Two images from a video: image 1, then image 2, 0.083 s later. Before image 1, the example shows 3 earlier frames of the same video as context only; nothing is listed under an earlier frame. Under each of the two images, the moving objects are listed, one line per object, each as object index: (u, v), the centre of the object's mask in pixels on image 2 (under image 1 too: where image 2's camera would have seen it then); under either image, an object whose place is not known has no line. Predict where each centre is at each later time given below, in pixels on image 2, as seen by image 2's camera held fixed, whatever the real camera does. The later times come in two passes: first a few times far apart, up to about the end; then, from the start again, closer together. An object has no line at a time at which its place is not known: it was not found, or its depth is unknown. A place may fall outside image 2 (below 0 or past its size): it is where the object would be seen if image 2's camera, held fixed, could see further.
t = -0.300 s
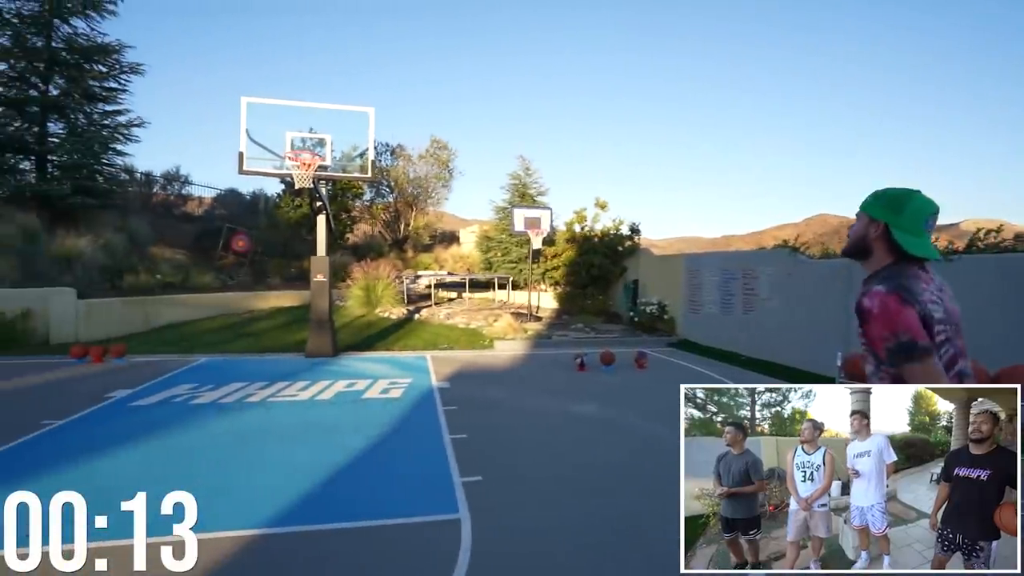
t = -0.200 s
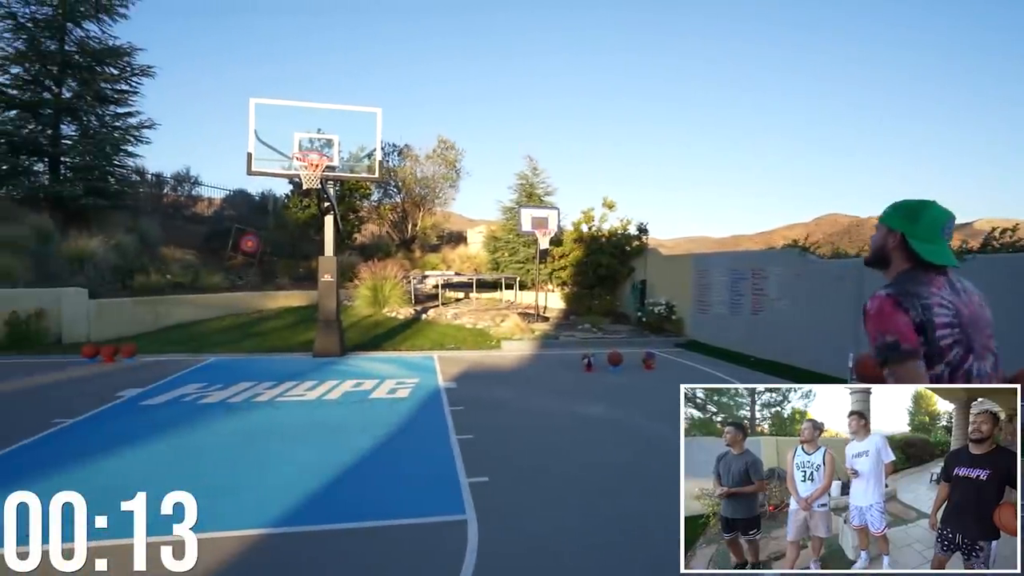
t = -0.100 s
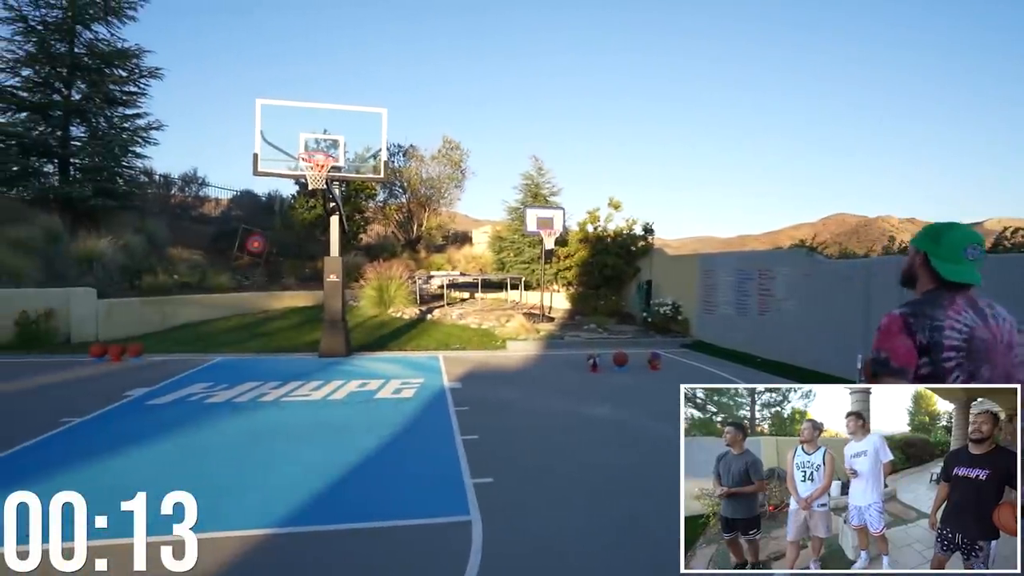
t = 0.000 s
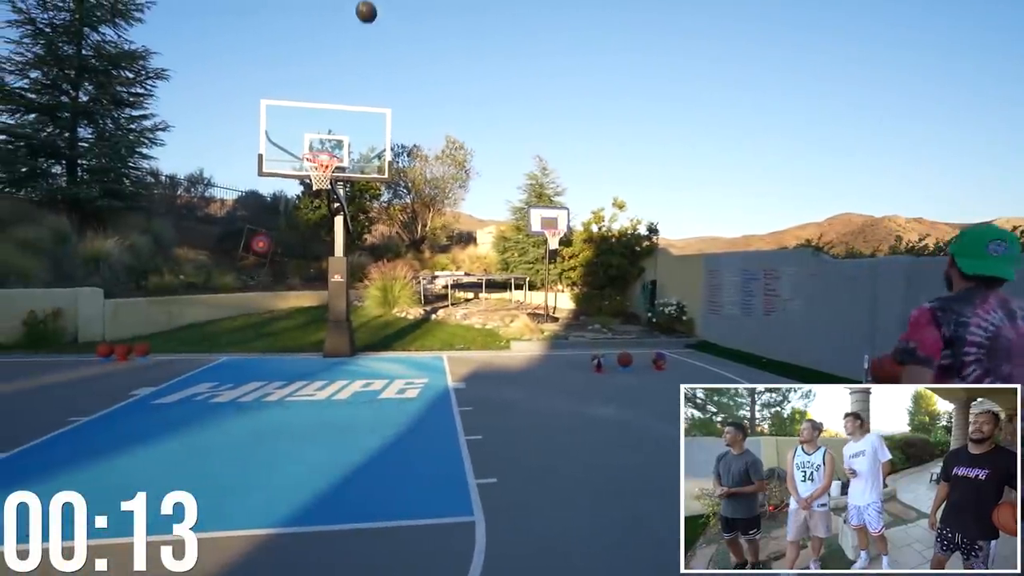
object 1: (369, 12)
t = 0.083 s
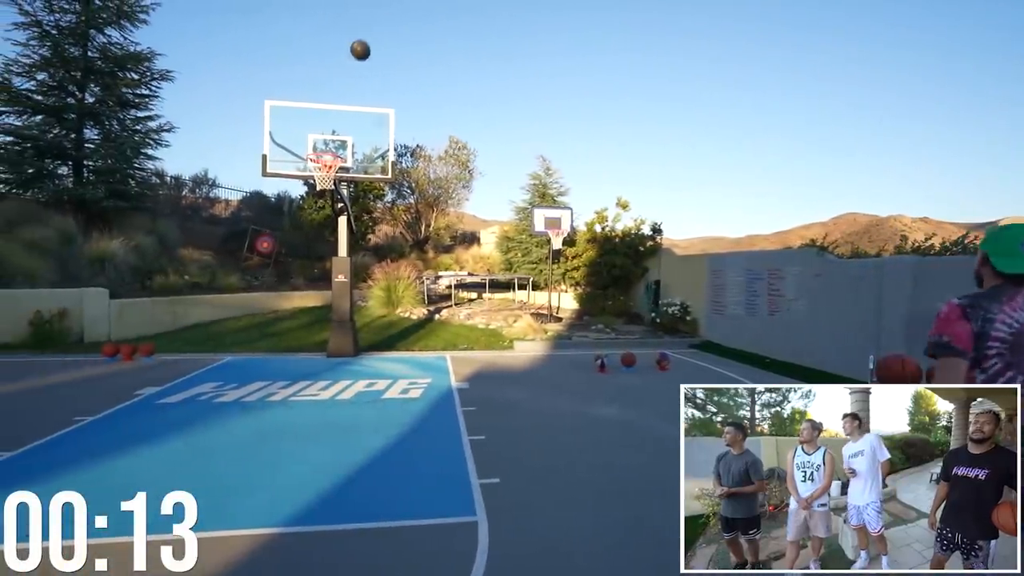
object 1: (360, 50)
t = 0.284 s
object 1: (344, 145)
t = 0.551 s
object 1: (381, 105)
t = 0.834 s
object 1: (421, 102)
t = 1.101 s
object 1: (455, 144)
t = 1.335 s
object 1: (481, 209)
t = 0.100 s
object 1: (358, 58)
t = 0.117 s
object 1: (356, 65)
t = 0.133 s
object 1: (355, 73)
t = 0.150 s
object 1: (353, 81)
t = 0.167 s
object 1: (352, 89)
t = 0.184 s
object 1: (350, 96)
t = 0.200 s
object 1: (349, 104)
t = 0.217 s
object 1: (348, 113)
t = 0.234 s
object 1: (346, 120)
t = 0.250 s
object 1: (345, 128)
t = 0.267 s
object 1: (344, 137)
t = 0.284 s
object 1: (344, 145)
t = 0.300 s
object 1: (342, 150)
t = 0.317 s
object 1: (344, 150)
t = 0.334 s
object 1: (346, 145)
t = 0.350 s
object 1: (349, 140)
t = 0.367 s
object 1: (352, 136)
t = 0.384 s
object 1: (355, 132)
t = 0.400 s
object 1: (357, 129)
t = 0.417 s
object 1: (360, 125)
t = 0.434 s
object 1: (362, 122)
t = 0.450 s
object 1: (365, 119)
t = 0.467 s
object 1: (368, 116)
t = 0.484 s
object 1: (370, 113)
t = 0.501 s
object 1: (373, 111)
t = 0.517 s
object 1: (376, 108)
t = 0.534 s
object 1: (378, 107)
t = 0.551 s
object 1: (381, 105)
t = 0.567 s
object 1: (383, 103)
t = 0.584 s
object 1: (386, 102)
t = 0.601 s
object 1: (388, 101)
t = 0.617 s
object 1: (390, 100)
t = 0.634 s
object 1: (393, 99)
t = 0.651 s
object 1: (395, 98)
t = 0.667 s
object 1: (398, 97)
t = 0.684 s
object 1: (400, 97)
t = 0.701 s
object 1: (403, 97)
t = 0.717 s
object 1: (405, 97)
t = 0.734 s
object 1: (407, 97)
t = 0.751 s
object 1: (410, 98)
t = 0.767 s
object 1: (412, 98)
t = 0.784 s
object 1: (414, 99)
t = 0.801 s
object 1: (416, 100)
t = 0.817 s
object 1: (419, 101)
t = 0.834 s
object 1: (421, 102)
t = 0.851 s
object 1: (423, 104)
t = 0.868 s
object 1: (426, 105)
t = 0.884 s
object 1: (427, 107)
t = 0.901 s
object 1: (430, 109)
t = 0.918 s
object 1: (432, 111)
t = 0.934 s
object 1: (434, 113)
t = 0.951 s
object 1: (436, 116)
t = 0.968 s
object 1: (439, 118)
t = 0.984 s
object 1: (441, 121)
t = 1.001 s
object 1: (443, 124)
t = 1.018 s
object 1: (445, 127)
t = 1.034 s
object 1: (447, 130)
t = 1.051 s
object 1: (449, 133)
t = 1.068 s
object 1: (451, 137)
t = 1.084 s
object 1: (453, 141)
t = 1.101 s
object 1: (455, 144)
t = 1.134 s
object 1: (458, 150)
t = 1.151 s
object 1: (460, 154)
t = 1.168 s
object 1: (462, 159)
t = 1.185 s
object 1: (464, 163)
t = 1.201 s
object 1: (466, 167)
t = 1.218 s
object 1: (468, 173)
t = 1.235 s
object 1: (470, 177)
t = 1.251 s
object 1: (471, 182)
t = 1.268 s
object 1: (473, 187)
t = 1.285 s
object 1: (475, 193)
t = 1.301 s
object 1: (477, 198)
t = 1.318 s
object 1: (479, 204)
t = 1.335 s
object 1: (481, 209)
